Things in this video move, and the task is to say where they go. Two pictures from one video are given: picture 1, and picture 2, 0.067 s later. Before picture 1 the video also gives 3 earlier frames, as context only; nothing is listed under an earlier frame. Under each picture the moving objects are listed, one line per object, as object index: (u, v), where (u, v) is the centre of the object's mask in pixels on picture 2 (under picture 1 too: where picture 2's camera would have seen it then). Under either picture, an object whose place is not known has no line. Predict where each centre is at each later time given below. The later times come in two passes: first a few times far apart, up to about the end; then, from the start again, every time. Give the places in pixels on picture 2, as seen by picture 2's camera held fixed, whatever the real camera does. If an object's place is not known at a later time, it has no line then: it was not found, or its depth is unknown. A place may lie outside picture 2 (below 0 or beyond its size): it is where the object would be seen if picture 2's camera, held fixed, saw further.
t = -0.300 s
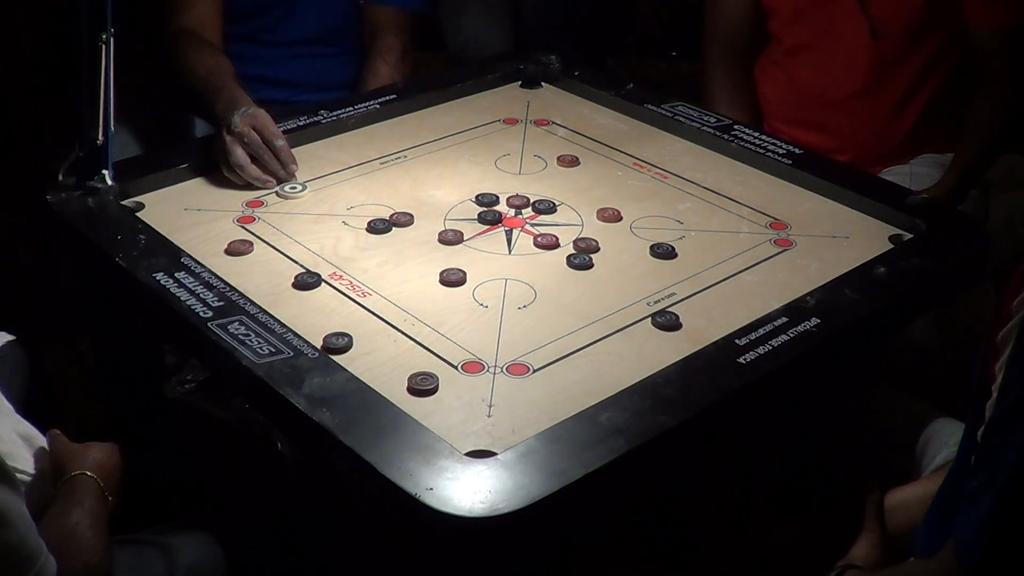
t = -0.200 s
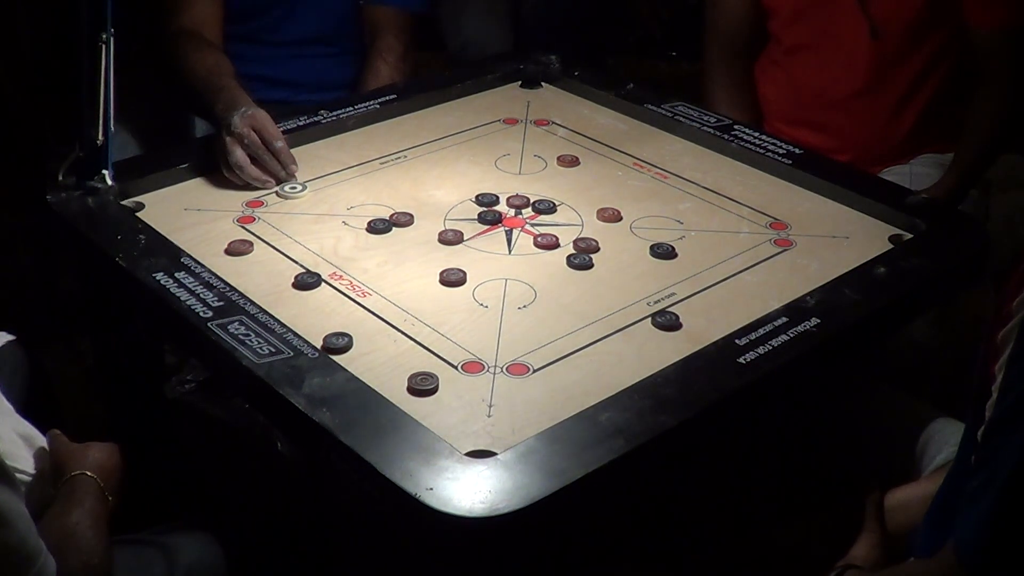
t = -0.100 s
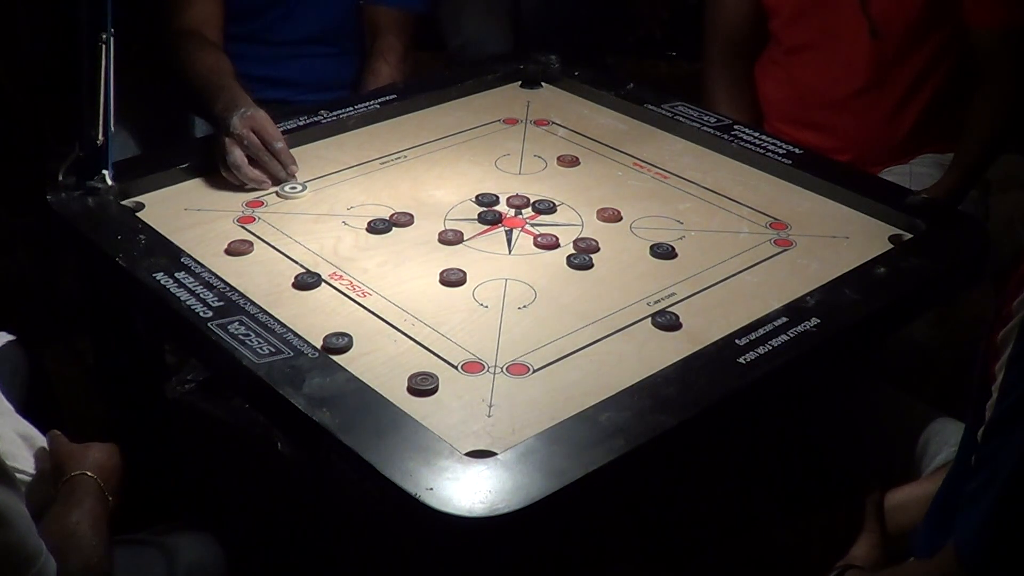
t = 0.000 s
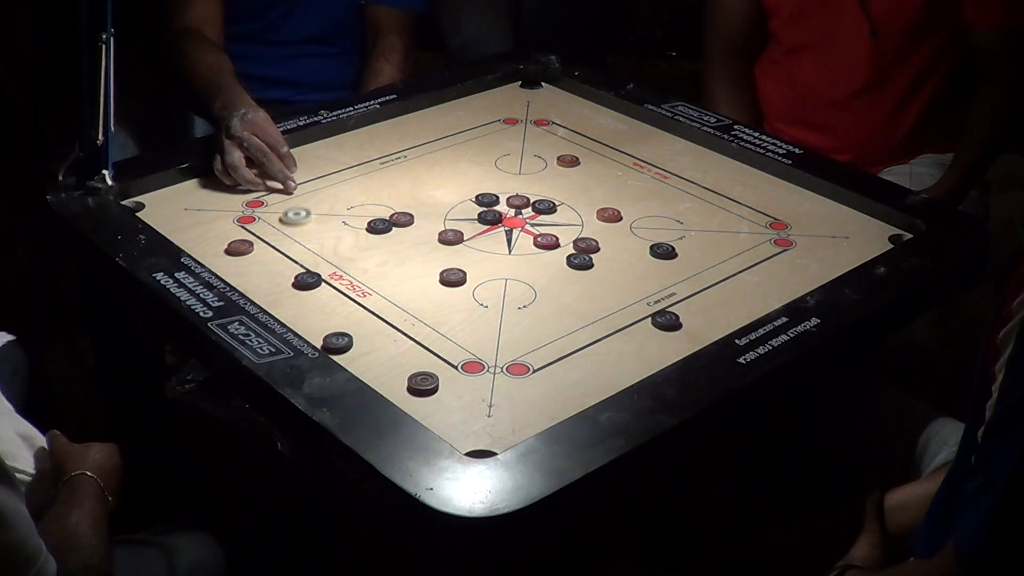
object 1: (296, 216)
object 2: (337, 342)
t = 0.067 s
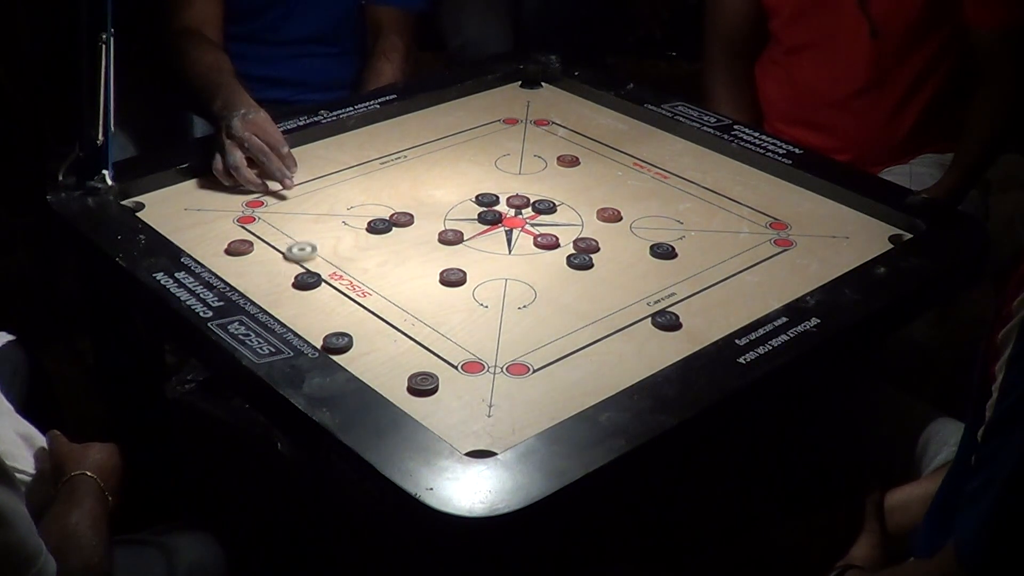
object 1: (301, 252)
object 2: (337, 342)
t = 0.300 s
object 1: (303, 316)
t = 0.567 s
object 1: (319, 332)
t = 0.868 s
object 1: (318, 331)
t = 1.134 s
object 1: (319, 332)
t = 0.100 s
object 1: (303, 269)
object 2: (337, 343)
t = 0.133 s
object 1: (303, 278)
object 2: (337, 343)
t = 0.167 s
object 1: (303, 286)
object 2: (350, 355)
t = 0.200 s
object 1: (303, 295)
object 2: (375, 378)
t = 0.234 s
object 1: (303, 303)
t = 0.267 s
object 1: (303, 310)
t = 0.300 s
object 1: (303, 316)
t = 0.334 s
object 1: (304, 321)
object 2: (489, 451)
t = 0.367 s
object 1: (304, 325)
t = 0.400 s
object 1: (304, 329)
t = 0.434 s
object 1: (309, 330)
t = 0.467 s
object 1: (312, 331)
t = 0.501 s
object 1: (315, 331)
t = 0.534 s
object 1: (317, 332)
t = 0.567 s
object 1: (319, 332)
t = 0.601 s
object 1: (319, 332)
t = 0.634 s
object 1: (319, 331)
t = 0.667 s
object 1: (318, 331)
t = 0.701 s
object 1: (318, 331)
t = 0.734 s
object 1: (319, 332)
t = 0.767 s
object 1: (318, 331)
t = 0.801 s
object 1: (318, 331)
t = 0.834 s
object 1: (319, 332)
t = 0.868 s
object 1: (318, 331)
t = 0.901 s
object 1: (318, 331)
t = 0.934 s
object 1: (318, 331)
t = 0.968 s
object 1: (318, 331)
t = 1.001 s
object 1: (318, 331)
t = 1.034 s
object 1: (318, 331)
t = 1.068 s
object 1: (318, 331)
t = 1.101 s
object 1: (318, 331)
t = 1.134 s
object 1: (319, 332)
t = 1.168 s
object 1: (319, 332)
